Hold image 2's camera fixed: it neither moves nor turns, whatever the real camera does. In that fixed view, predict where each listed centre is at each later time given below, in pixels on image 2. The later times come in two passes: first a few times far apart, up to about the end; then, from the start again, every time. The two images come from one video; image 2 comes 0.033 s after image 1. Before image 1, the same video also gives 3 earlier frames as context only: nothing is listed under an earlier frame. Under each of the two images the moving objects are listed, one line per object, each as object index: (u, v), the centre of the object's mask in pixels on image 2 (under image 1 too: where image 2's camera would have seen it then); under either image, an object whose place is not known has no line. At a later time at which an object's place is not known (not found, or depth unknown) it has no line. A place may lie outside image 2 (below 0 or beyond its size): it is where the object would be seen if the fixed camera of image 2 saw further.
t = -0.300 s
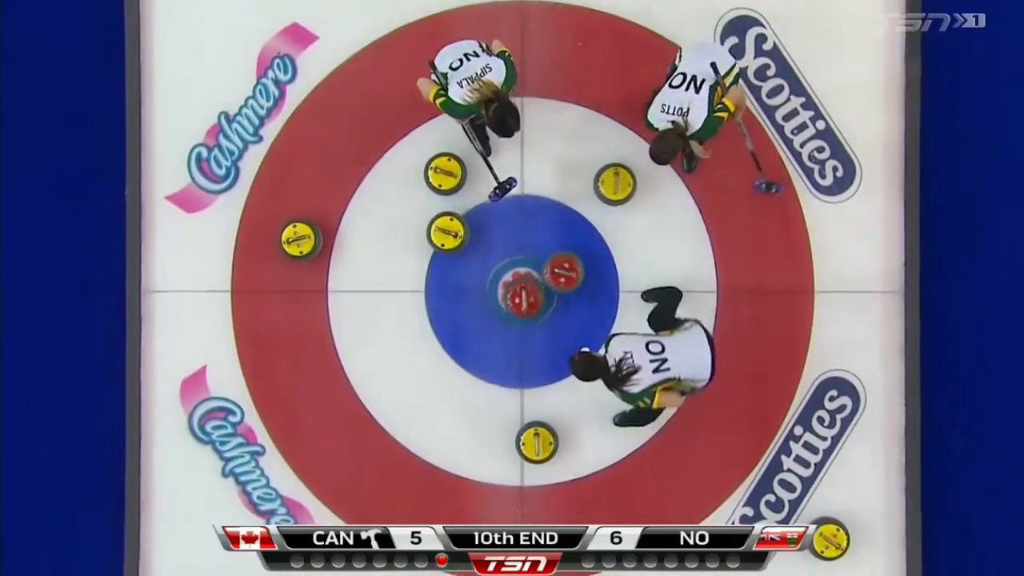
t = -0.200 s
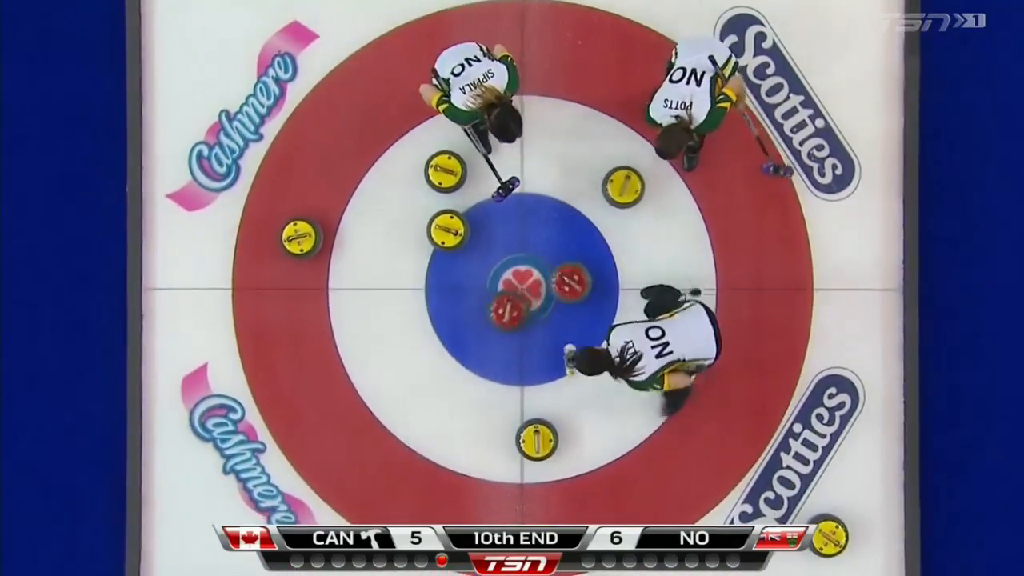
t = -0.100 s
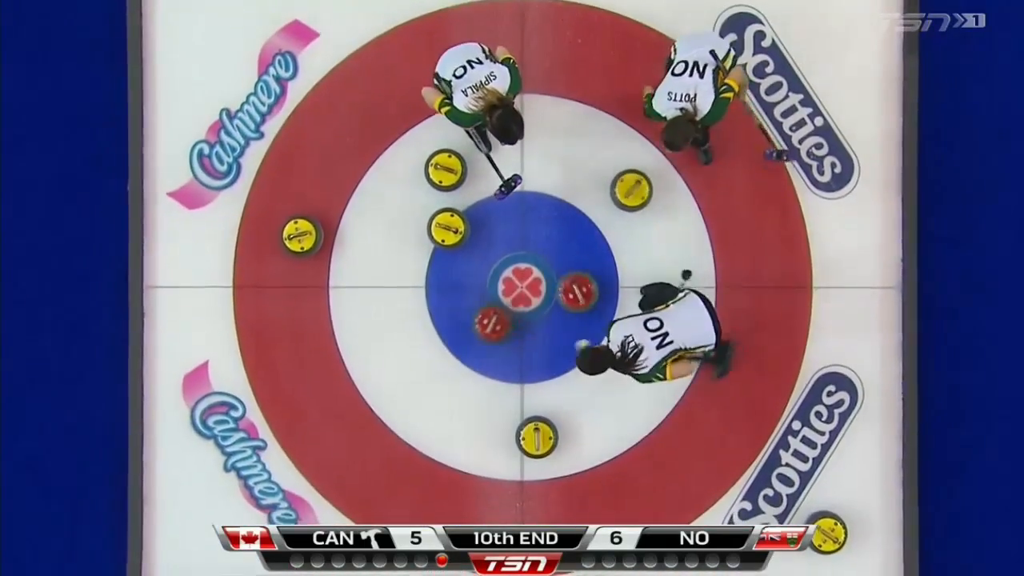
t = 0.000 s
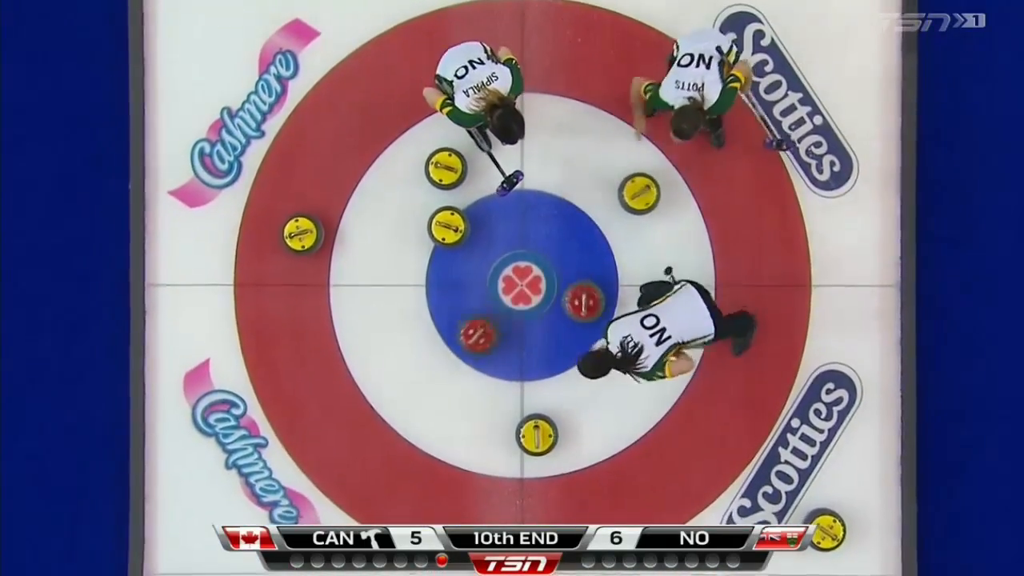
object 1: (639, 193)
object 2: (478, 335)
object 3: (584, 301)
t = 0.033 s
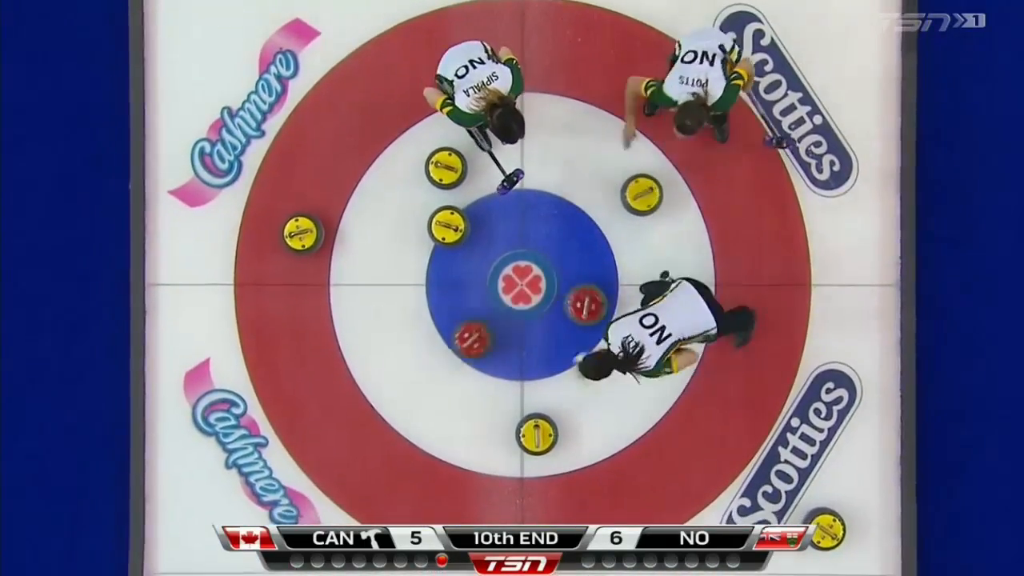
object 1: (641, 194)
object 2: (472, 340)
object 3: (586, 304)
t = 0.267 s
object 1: (659, 203)
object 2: (438, 365)
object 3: (599, 326)
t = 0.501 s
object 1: (675, 212)
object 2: (405, 393)
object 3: (613, 348)
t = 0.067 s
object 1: (644, 196)
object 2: (467, 343)
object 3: (588, 307)
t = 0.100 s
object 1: (647, 197)
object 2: (462, 348)
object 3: (590, 311)
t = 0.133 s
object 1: (649, 198)
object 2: (457, 352)
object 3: (592, 313)
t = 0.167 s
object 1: (651, 199)
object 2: (452, 355)
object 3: (594, 316)
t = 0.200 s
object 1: (654, 201)
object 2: (447, 358)
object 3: (596, 320)
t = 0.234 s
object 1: (656, 202)
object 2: (443, 362)
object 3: (597, 323)
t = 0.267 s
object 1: (659, 203)
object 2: (438, 365)
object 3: (599, 326)
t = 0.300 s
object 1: (661, 204)
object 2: (434, 369)
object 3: (601, 329)
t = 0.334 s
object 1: (663, 205)
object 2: (429, 373)
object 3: (603, 332)
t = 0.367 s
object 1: (666, 207)
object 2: (424, 376)
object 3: (605, 335)
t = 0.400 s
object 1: (668, 208)
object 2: (419, 380)
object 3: (607, 338)
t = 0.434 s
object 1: (670, 209)
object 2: (415, 384)
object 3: (609, 341)
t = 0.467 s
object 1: (673, 211)
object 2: (410, 388)
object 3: (611, 345)
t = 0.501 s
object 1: (675, 212)
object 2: (405, 393)
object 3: (613, 348)
